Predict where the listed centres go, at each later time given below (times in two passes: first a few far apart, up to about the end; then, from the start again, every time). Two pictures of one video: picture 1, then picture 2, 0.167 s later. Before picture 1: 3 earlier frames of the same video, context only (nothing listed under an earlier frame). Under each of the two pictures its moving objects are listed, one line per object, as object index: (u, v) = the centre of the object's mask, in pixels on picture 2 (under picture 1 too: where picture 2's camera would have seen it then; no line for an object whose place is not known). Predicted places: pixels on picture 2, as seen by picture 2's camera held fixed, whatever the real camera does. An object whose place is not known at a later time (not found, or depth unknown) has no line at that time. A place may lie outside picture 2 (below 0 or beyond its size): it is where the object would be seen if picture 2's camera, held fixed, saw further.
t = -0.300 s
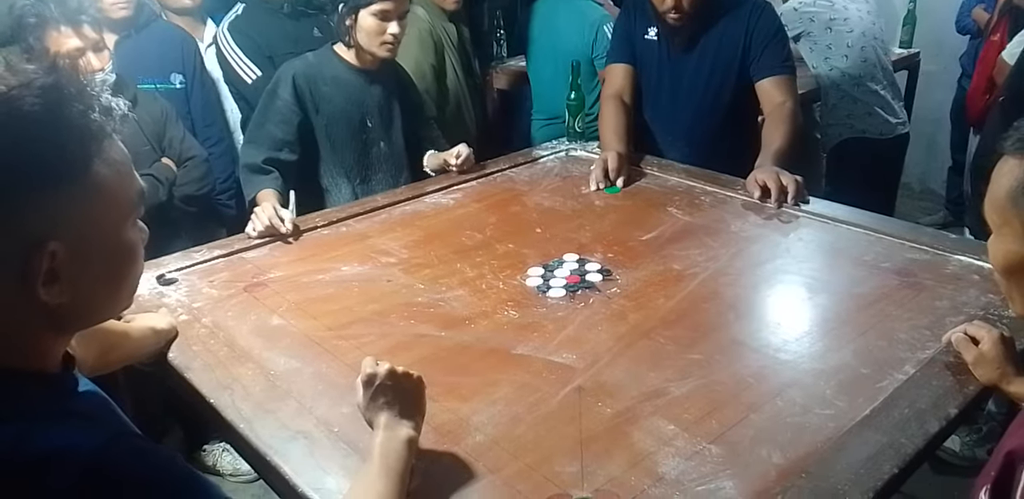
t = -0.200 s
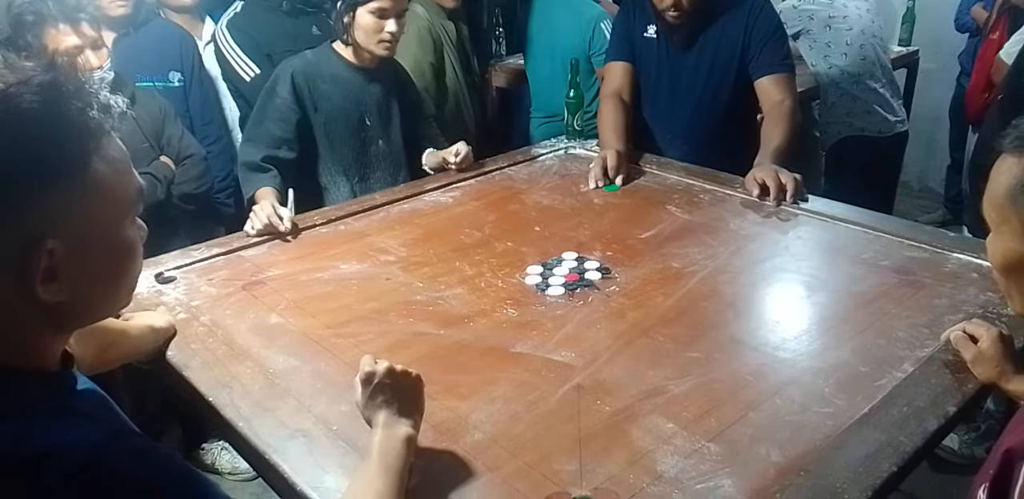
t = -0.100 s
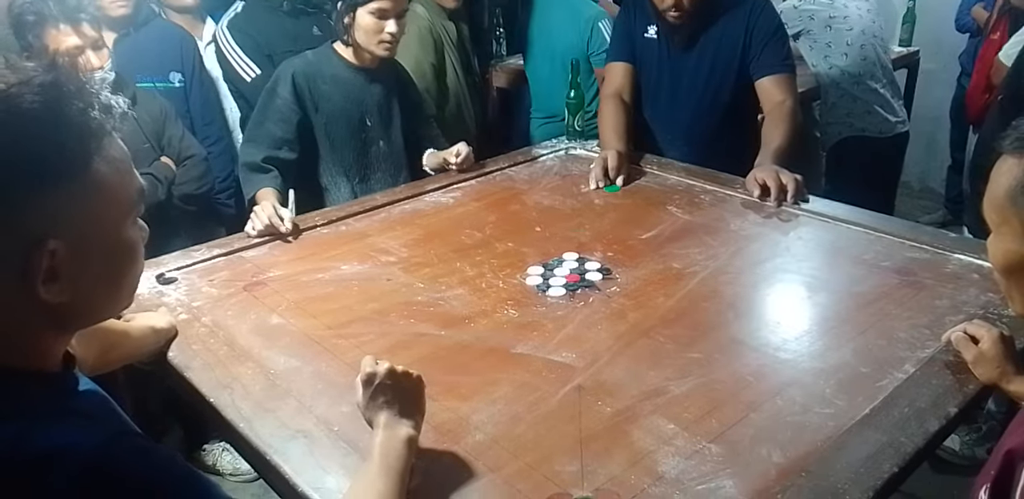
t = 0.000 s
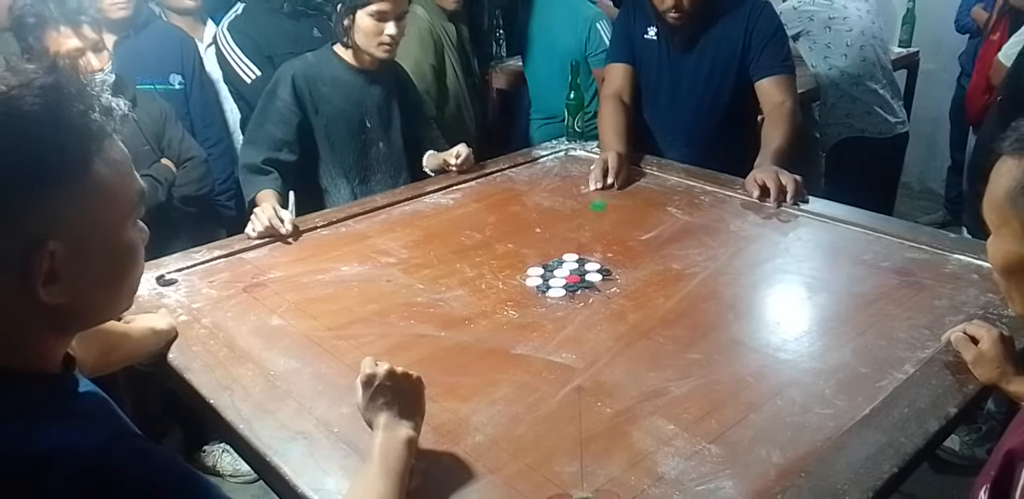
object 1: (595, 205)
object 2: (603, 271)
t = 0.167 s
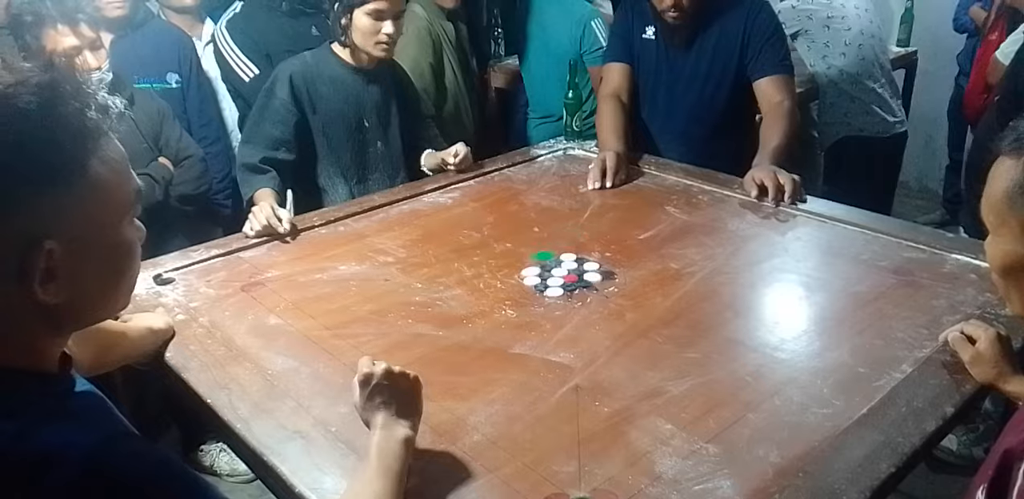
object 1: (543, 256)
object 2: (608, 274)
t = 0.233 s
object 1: (509, 262)
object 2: (624, 280)
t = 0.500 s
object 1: (410, 279)
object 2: (657, 292)
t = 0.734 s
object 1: (375, 285)
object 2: (657, 292)
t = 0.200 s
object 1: (525, 259)
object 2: (616, 277)
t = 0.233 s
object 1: (509, 262)
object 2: (624, 280)
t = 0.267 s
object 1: (494, 265)
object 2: (630, 282)
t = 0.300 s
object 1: (478, 267)
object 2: (637, 285)
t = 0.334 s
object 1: (465, 269)
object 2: (642, 287)
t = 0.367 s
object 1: (452, 272)
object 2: (646, 288)
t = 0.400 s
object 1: (440, 274)
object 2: (651, 290)
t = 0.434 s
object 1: (429, 276)
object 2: (653, 291)
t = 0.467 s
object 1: (419, 278)
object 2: (655, 291)
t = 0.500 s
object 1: (410, 279)
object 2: (657, 292)
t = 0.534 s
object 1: (402, 281)
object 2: (657, 292)
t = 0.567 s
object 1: (395, 282)
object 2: (657, 292)
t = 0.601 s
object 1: (389, 283)
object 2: (657, 292)
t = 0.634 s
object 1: (384, 284)
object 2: (657, 292)
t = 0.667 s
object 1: (380, 284)
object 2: (657, 292)
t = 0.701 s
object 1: (377, 285)
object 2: (657, 292)
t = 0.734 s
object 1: (375, 285)
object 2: (657, 292)
